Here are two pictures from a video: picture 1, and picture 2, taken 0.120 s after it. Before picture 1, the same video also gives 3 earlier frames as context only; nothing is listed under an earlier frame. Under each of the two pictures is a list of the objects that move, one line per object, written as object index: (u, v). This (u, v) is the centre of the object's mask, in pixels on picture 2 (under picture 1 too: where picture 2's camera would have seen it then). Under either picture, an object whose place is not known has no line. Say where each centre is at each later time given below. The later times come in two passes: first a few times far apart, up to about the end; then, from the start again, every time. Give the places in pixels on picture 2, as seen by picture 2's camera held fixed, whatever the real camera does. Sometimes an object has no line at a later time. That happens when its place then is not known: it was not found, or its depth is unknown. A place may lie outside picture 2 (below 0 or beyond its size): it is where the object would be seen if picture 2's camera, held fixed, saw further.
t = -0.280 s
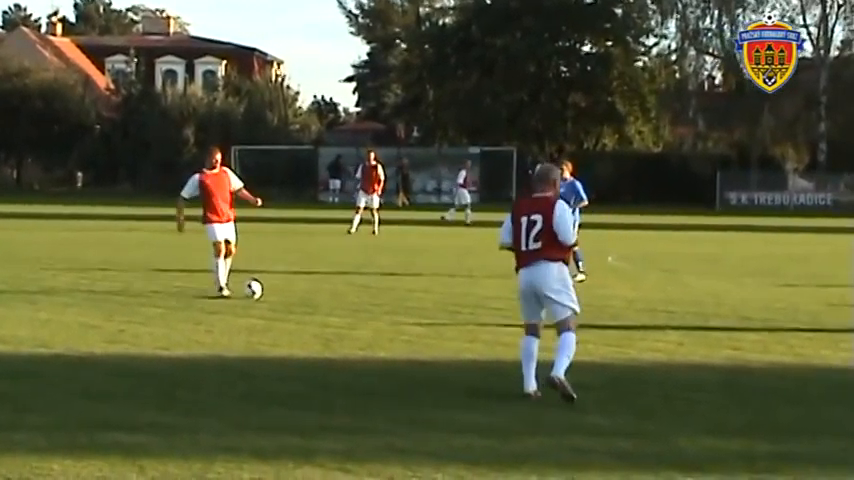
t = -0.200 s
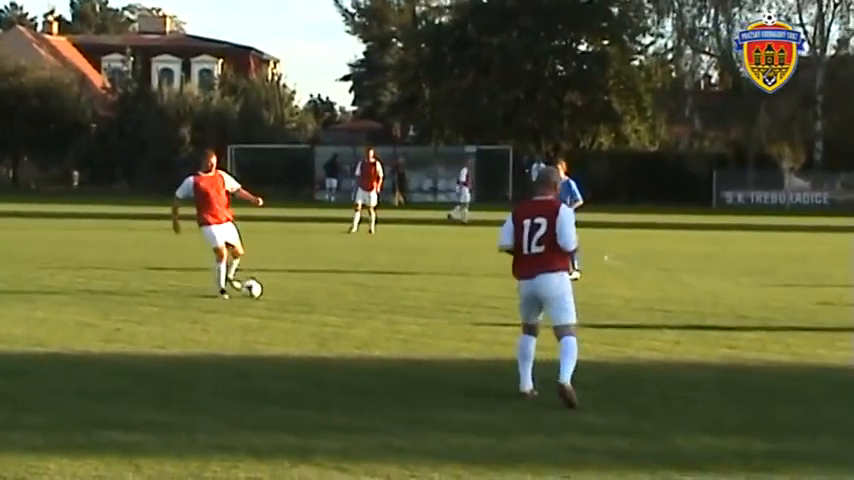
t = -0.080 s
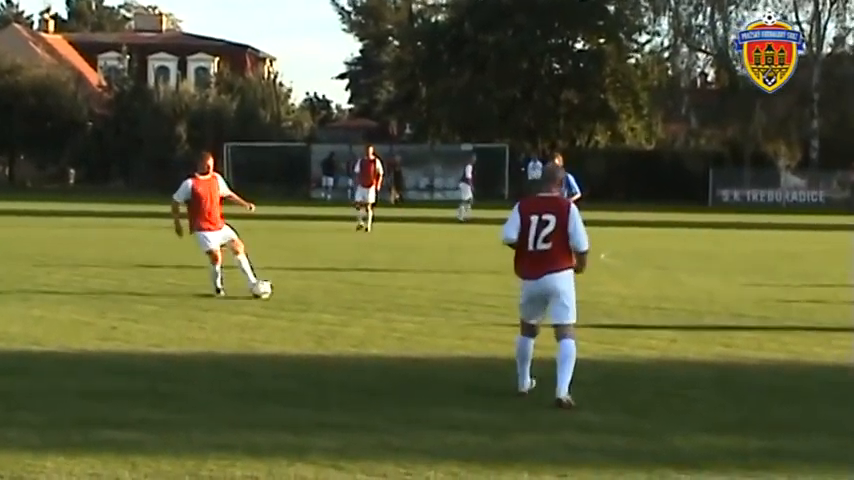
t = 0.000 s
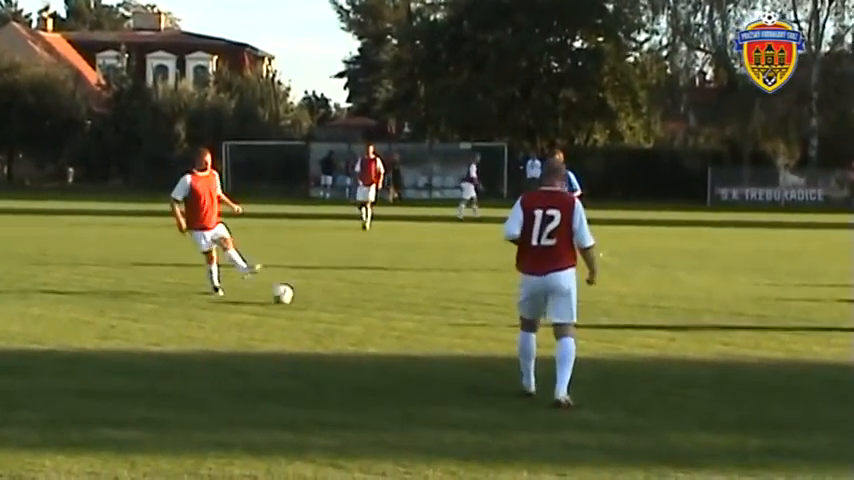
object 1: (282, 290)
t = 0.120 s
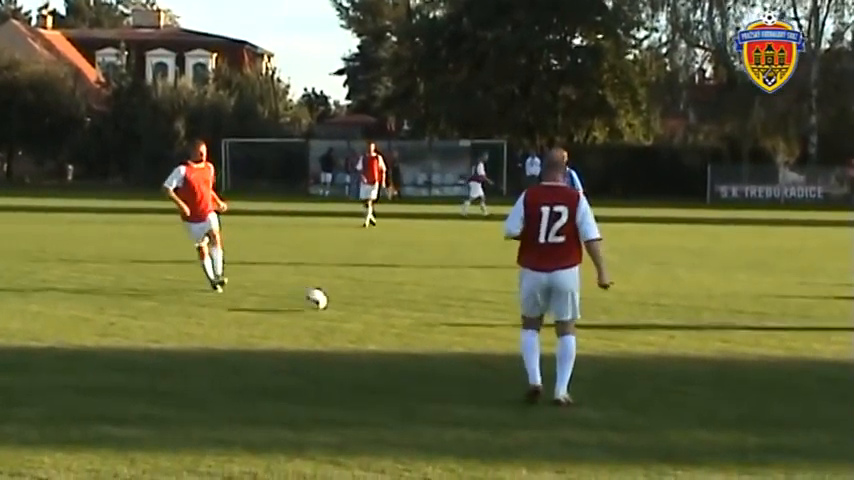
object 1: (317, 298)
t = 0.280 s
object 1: (362, 314)
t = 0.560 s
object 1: (436, 332)
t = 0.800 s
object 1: (501, 356)
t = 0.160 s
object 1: (328, 300)
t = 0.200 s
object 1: (339, 303)
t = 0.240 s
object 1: (351, 309)
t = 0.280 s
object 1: (362, 314)
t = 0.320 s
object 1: (373, 315)
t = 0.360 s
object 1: (383, 317)
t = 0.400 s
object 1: (393, 320)
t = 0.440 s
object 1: (404, 326)
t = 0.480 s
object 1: (415, 330)
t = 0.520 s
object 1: (425, 330)
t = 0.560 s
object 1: (436, 332)
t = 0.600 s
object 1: (445, 334)
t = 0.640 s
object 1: (455, 339)
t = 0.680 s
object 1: (466, 345)
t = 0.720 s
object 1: (477, 350)
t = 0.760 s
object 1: (489, 351)
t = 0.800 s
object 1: (501, 356)
